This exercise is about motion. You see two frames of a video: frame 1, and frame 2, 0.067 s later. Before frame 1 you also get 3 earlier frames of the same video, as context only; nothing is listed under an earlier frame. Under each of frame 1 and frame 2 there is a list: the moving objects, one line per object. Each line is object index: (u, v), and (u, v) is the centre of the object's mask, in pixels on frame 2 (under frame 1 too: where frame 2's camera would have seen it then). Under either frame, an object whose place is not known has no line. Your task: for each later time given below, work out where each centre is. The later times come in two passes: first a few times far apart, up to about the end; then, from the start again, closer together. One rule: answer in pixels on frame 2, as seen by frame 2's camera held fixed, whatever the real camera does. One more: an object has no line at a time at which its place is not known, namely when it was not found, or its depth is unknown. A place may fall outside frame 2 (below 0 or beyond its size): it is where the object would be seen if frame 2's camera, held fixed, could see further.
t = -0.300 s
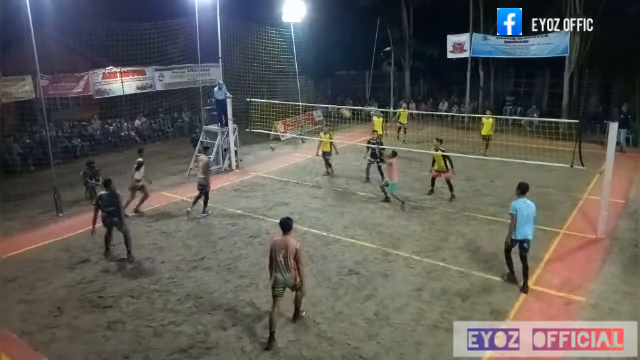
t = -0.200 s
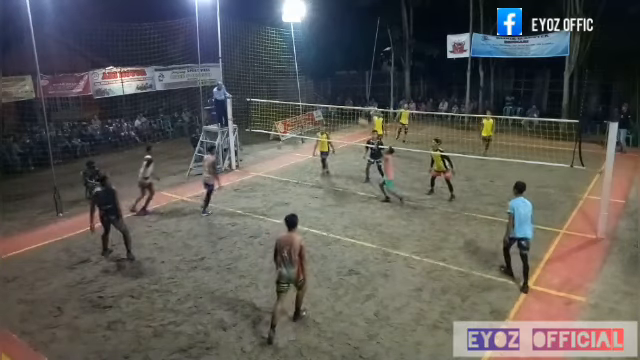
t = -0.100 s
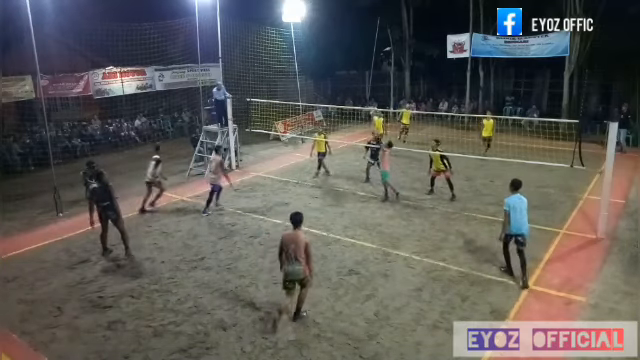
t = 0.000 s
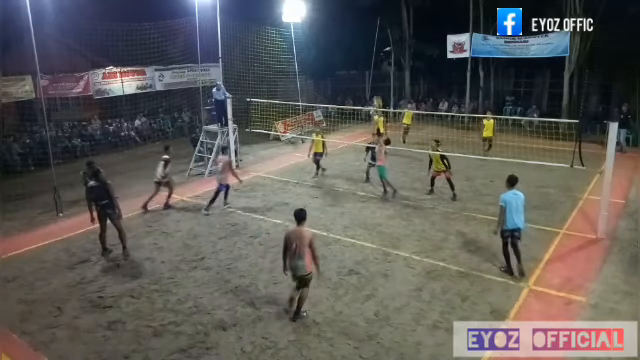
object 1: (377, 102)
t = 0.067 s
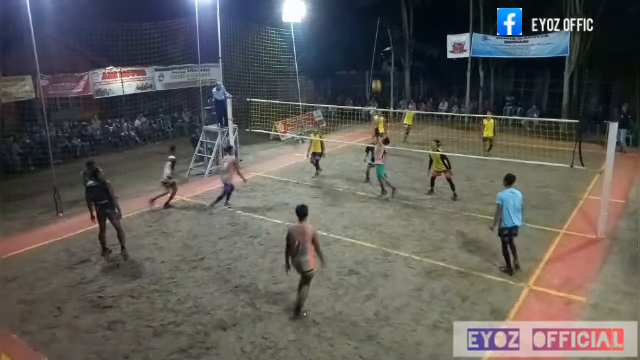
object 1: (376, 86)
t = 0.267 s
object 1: (373, 43)
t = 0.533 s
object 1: (369, 13)
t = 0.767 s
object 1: (366, 10)
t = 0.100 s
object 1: (375, 77)
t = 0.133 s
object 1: (375, 70)
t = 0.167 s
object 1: (375, 63)
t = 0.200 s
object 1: (374, 56)
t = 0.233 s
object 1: (373, 50)
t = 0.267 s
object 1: (373, 43)
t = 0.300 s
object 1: (372, 38)
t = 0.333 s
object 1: (372, 33)
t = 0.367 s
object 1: (371, 28)
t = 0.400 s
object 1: (371, 25)
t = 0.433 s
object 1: (370, 21)
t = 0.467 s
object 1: (370, 18)
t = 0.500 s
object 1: (370, 15)
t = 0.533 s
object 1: (369, 13)
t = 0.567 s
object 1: (369, 11)
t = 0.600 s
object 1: (368, 10)
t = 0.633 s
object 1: (368, 9)
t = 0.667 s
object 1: (367, 9)
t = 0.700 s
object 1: (367, 9)
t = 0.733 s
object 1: (366, 9)
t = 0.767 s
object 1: (366, 10)
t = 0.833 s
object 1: (365, 12)
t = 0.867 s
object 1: (364, 14)
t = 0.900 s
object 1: (364, 16)
